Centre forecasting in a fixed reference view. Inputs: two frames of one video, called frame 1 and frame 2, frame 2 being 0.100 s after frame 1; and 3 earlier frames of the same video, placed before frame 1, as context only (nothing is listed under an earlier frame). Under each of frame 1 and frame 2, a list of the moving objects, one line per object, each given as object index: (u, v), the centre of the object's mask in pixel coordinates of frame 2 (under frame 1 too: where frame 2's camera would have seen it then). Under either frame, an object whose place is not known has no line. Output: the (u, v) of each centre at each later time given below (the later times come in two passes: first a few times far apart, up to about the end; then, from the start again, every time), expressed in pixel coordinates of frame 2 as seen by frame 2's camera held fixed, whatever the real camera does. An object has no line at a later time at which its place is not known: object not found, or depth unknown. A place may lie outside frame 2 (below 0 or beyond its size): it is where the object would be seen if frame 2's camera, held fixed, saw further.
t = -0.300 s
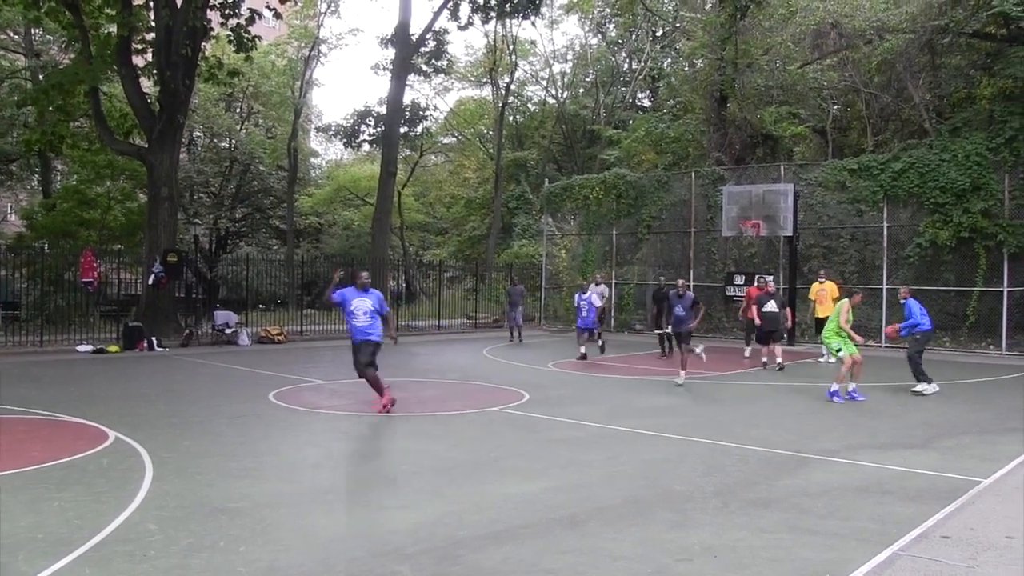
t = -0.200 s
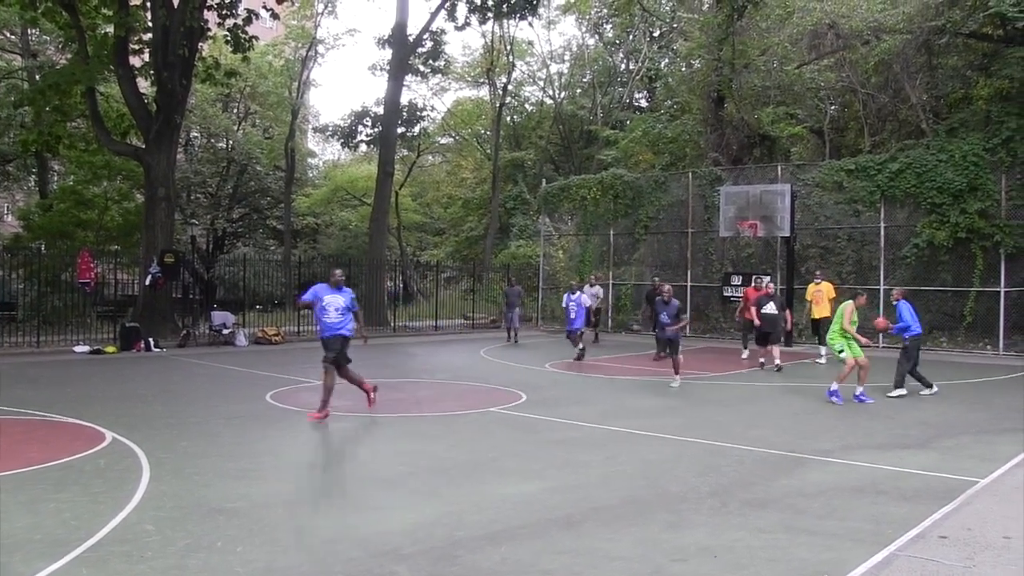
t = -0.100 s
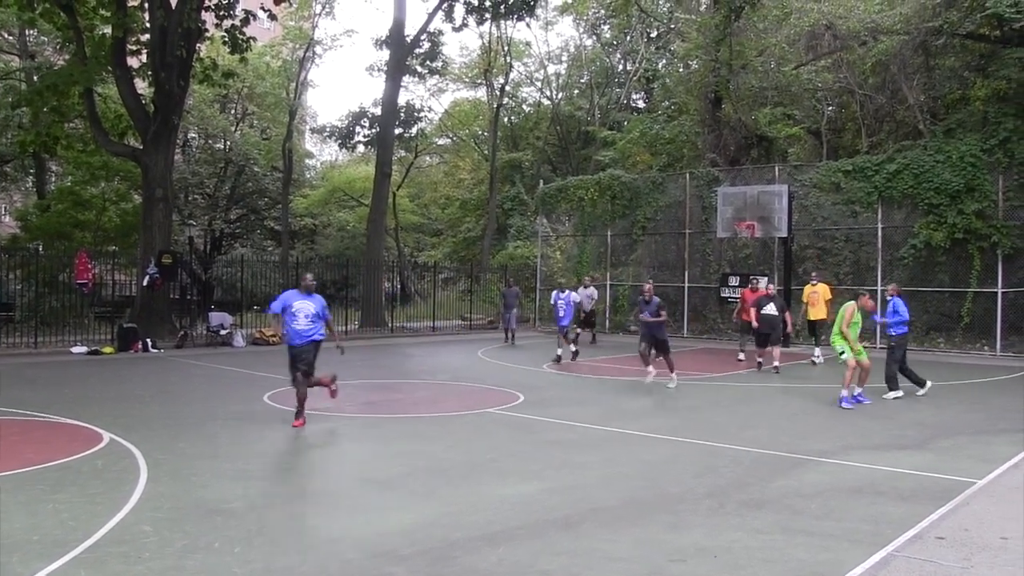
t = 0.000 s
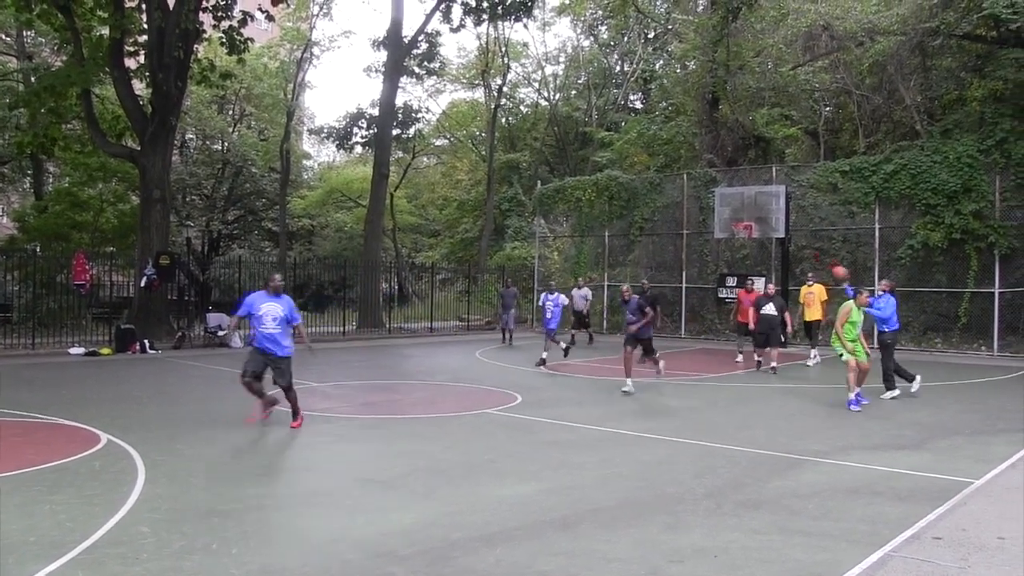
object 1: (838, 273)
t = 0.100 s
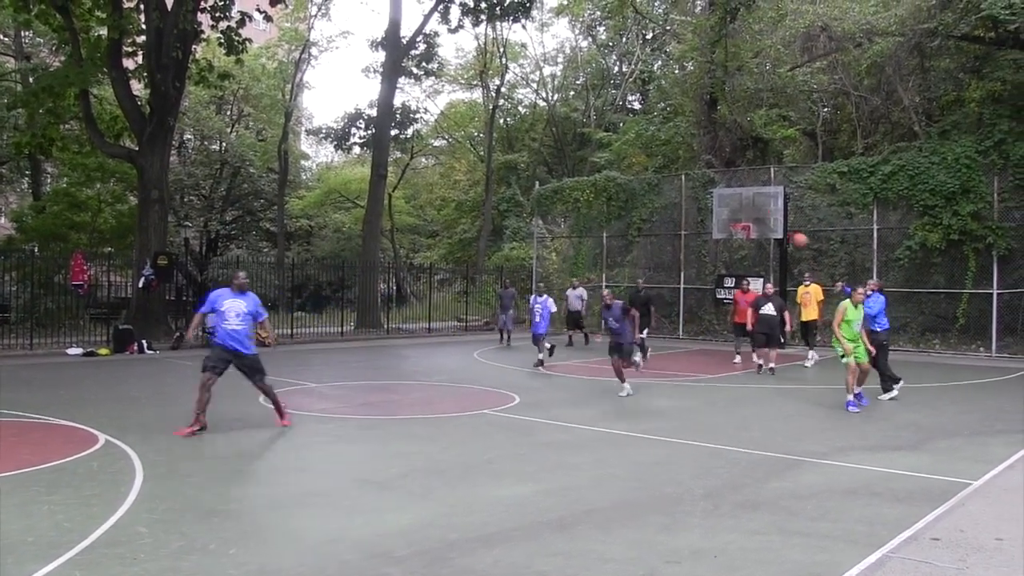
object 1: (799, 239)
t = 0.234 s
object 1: (742, 202)
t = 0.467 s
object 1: (621, 155)
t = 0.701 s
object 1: (482, 146)
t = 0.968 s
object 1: (278, 197)
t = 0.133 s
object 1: (787, 231)
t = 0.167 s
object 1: (772, 221)
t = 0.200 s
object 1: (758, 211)
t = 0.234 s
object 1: (742, 202)
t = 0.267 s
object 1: (727, 194)
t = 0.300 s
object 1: (711, 185)
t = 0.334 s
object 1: (695, 178)
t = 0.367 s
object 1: (677, 171)
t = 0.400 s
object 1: (659, 165)
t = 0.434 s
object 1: (639, 159)
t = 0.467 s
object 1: (621, 155)
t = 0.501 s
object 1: (602, 151)
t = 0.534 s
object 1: (582, 148)
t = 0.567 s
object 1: (563, 145)
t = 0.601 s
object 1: (542, 144)
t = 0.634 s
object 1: (522, 144)
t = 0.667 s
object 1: (501, 144)
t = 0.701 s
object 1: (482, 146)
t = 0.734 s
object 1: (460, 148)
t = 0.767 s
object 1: (438, 151)
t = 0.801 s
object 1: (413, 156)
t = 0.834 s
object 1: (388, 161)
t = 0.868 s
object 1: (362, 169)
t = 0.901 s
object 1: (335, 176)
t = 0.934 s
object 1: (306, 185)
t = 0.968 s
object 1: (278, 197)
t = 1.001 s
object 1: (248, 207)
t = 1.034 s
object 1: (217, 221)
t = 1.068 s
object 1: (186, 236)
